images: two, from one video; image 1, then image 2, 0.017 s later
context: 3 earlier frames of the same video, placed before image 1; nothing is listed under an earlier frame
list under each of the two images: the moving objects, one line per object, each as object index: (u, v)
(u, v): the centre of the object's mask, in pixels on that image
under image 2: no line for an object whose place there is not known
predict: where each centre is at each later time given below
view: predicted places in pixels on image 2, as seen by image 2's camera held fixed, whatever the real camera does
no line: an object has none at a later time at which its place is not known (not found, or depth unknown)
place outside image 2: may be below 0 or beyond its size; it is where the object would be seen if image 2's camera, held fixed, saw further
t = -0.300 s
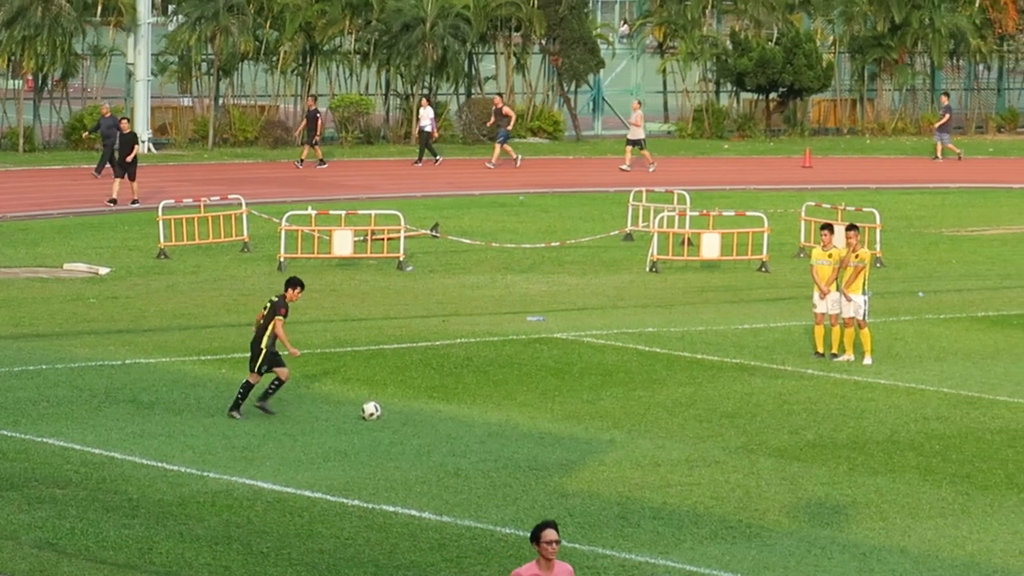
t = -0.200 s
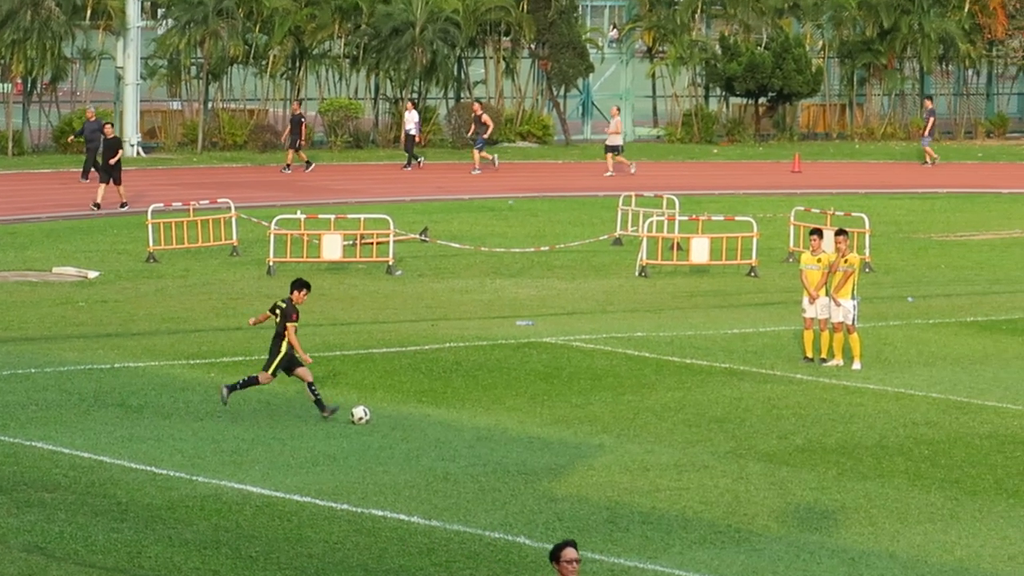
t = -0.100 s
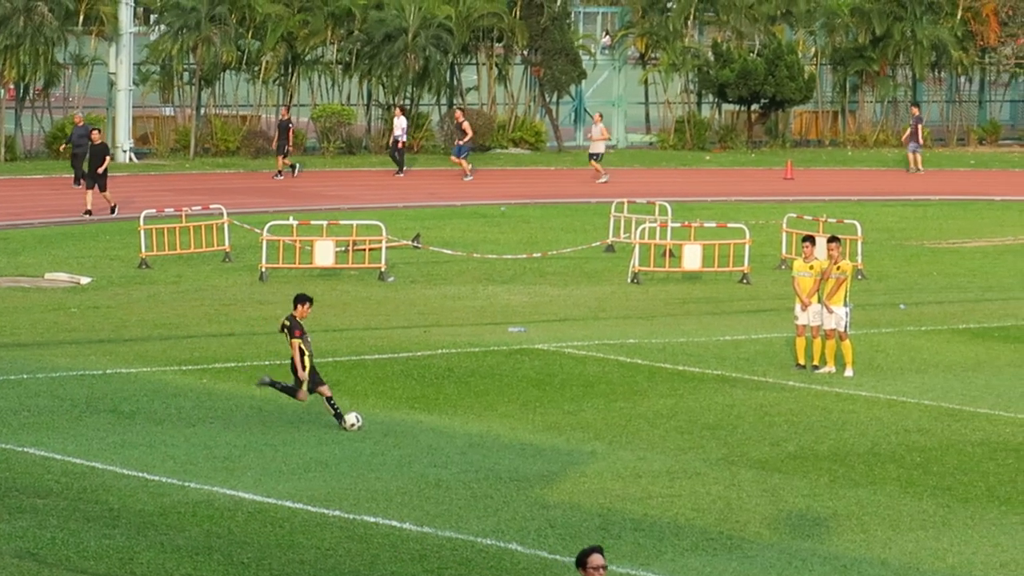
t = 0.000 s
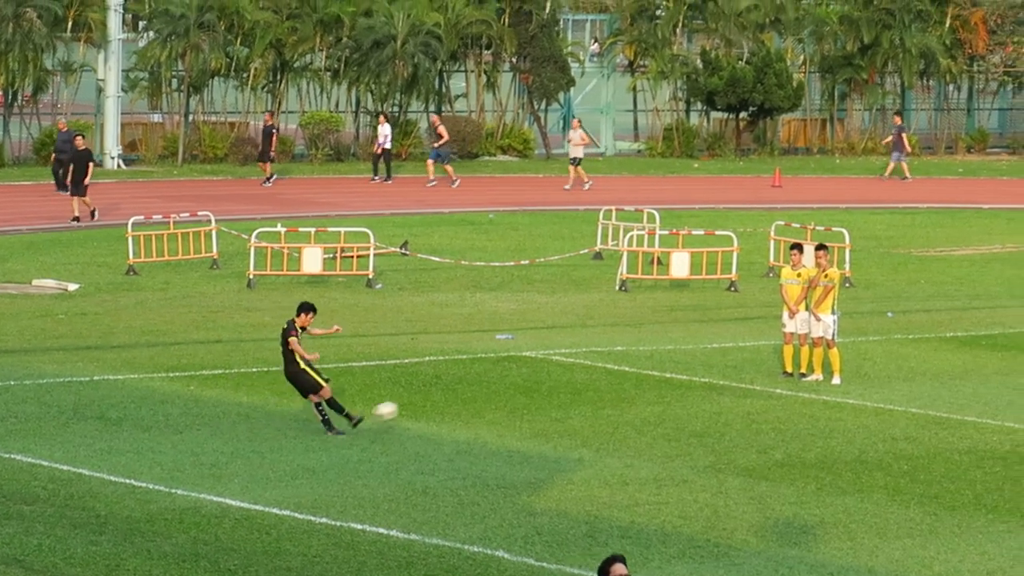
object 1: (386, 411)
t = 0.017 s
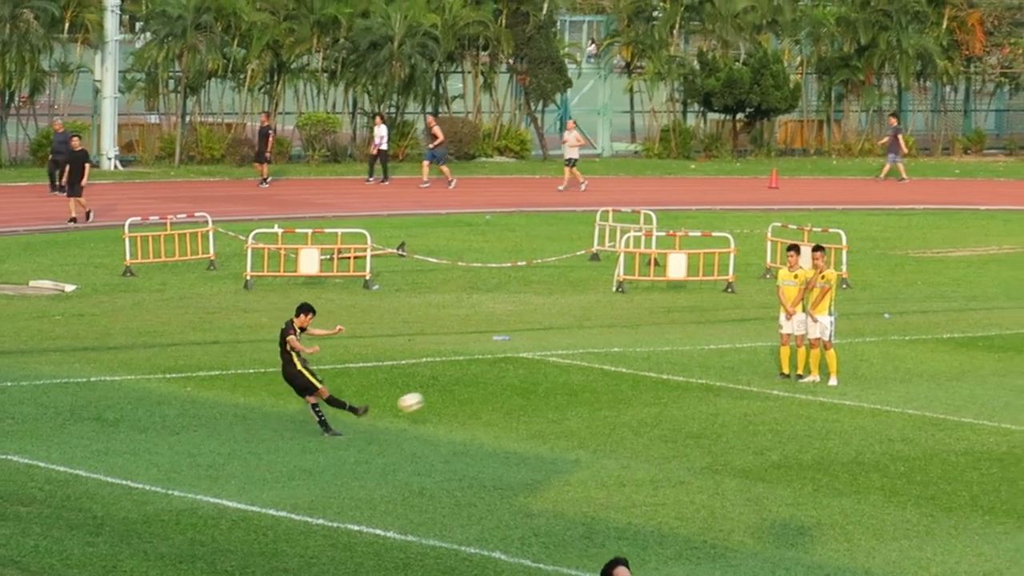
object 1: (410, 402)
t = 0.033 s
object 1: (438, 392)
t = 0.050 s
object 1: (465, 382)
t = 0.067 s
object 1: (492, 372)
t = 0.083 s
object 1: (518, 363)
